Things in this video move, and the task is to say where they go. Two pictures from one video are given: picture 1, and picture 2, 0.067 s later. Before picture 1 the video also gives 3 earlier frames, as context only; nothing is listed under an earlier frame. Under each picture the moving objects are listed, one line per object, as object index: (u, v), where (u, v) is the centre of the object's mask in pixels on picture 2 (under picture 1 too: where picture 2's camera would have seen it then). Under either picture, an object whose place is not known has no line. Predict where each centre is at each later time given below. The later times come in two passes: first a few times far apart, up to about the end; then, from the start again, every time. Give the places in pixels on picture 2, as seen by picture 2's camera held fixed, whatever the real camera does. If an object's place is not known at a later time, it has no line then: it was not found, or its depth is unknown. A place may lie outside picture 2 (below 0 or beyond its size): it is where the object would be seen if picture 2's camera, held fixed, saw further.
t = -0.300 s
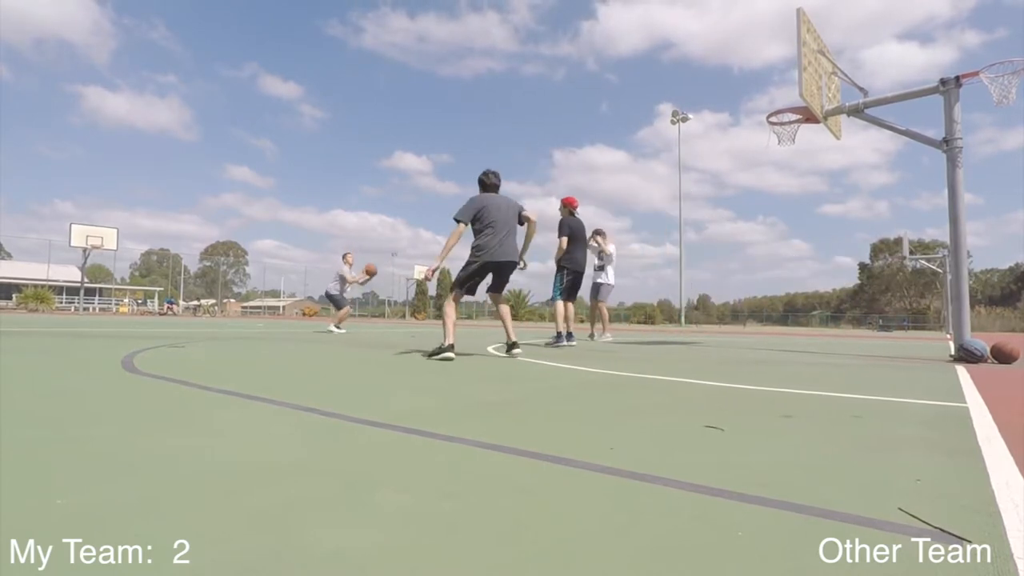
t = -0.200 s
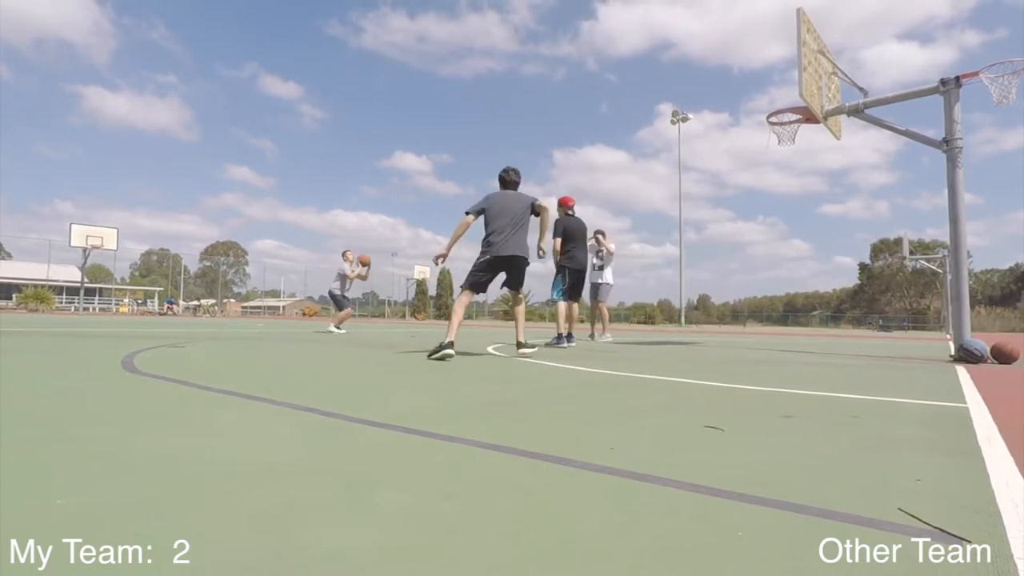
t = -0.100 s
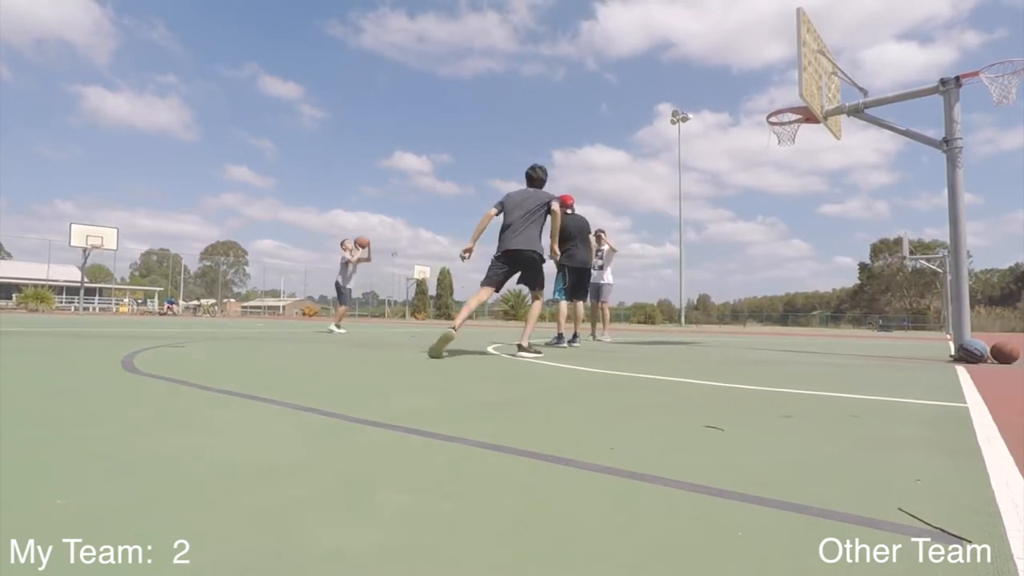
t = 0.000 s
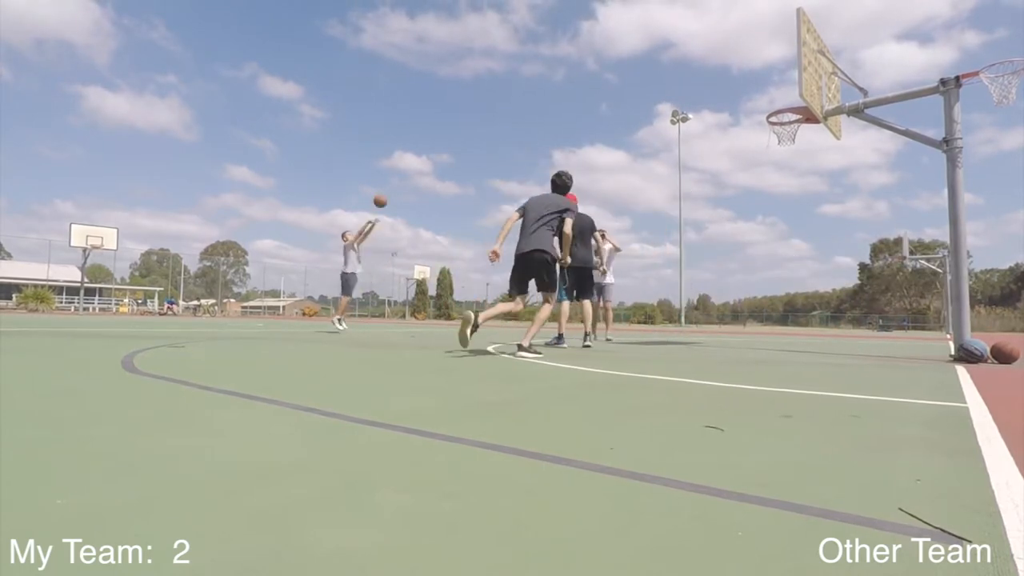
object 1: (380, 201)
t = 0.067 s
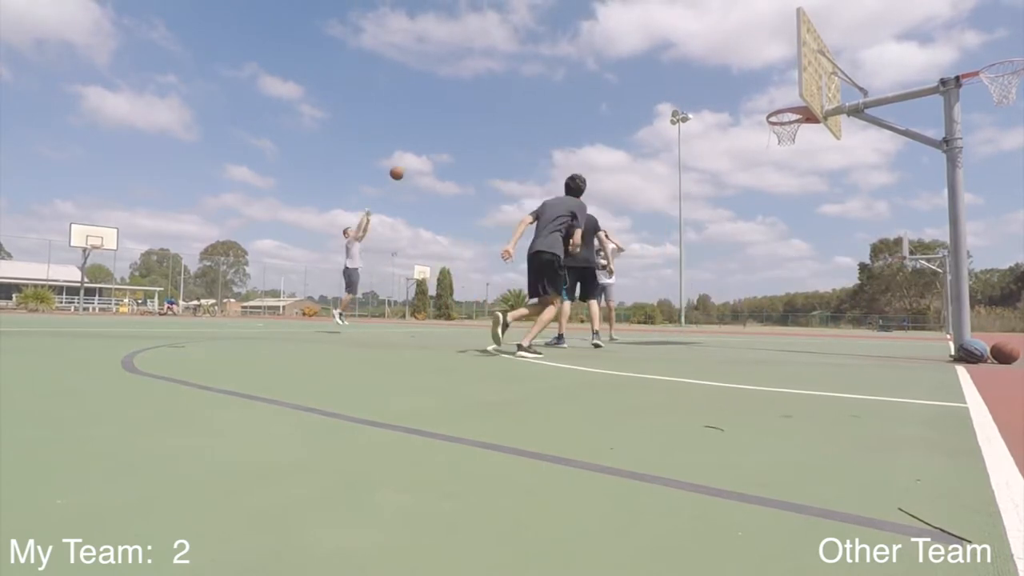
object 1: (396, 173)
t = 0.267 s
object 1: (447, 101)
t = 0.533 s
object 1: (518, 35)
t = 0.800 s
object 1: (595, 6)
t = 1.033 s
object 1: (671, 17)
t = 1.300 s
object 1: (769, 82)
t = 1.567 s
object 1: (748, 109)
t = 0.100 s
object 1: (405, 160)
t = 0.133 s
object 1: (413, 147)
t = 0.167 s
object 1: (421, 135)
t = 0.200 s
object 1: (429, 123)
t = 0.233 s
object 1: (438, 112)
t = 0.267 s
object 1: (447, 101)
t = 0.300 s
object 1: (455, 91)
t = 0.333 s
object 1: (464, 82)
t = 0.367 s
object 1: (473, 73)
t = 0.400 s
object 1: (482, 64)
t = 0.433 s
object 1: (491, 57)
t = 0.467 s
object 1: (500, 49)
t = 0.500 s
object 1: (509, 42)
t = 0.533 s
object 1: (518, 35)
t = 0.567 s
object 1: (527, 29)
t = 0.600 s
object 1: (537, 24)
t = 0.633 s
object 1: (546, 19)
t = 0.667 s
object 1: (555, 15)
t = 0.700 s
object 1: (565, 12)
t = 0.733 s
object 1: (575, 9)
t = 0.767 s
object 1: (585, 7)
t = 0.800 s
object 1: (595, 6)
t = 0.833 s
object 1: (606, 6)
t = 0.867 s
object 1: (616, 6)
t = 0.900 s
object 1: (627, 7)
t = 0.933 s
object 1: (638, 7)
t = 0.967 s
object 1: (649, 9)
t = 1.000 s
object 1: (660, 13)
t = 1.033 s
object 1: (671, 17)
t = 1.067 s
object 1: (683, 22)
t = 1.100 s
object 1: (695, 27)
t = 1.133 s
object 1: (706, 34)
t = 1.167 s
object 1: (719, 41)
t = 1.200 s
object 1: (731, 50)
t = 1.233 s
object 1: (743, 60)
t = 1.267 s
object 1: (756, 70)
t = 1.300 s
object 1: (769, 82)
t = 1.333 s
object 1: (782, 95)
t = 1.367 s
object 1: (791, 100)
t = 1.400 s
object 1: (795, 100)
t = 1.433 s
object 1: (789, 99)
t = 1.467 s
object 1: (780, 100)
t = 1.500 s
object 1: (769, 102)
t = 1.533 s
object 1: (759, 105)
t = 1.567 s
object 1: (748, 109)
